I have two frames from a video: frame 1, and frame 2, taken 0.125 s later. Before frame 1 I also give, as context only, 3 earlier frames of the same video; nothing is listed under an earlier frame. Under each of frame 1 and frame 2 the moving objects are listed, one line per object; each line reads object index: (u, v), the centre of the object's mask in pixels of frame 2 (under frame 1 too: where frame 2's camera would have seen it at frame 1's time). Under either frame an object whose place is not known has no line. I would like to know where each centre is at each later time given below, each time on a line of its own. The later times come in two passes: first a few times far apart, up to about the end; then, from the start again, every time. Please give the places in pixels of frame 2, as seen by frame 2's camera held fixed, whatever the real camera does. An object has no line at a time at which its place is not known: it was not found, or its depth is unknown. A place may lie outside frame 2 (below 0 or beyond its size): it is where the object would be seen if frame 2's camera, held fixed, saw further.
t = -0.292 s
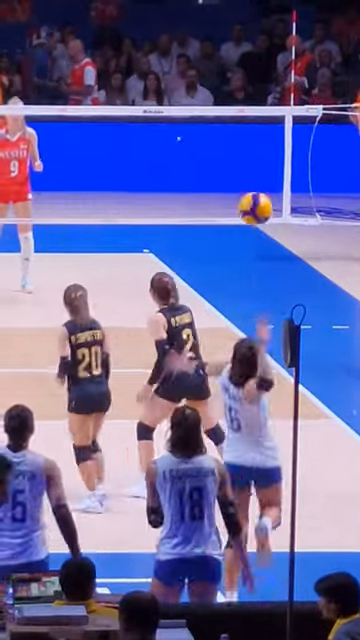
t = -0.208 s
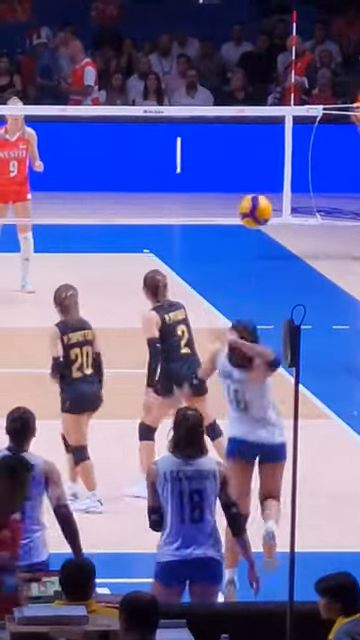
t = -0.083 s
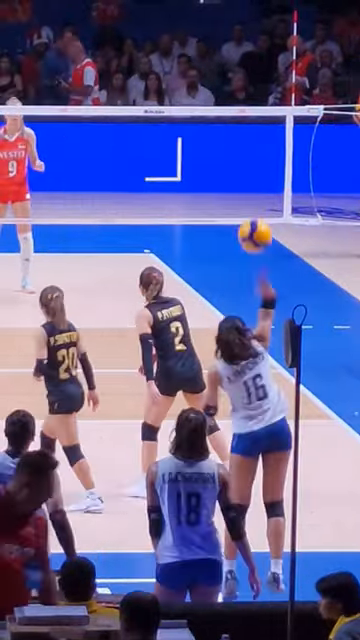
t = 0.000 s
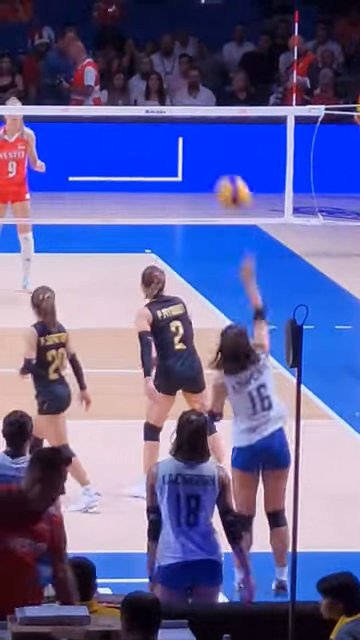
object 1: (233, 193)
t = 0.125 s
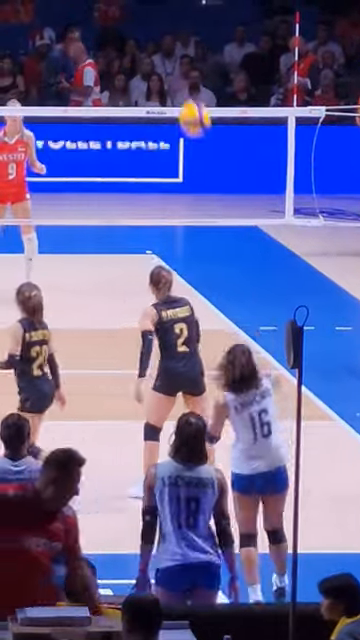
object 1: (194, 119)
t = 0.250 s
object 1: (165, 75)
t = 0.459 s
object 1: (124, 58)
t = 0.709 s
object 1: (73, 88)
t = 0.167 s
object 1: (183, 99)
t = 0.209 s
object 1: (174, 86)
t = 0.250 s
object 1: (165, 75)
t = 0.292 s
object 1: (157, 67)
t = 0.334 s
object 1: (148, 62)
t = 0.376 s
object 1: (140, 59)
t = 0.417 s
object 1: (133, 58)
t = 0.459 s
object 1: (124, 58)
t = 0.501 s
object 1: (116, 59)
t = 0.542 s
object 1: (107, 63)
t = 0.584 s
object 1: (98, 68)
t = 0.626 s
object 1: (90, 74)
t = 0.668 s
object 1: (80, 80)
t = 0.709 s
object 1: (73, 88)
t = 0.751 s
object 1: (65, 95)
